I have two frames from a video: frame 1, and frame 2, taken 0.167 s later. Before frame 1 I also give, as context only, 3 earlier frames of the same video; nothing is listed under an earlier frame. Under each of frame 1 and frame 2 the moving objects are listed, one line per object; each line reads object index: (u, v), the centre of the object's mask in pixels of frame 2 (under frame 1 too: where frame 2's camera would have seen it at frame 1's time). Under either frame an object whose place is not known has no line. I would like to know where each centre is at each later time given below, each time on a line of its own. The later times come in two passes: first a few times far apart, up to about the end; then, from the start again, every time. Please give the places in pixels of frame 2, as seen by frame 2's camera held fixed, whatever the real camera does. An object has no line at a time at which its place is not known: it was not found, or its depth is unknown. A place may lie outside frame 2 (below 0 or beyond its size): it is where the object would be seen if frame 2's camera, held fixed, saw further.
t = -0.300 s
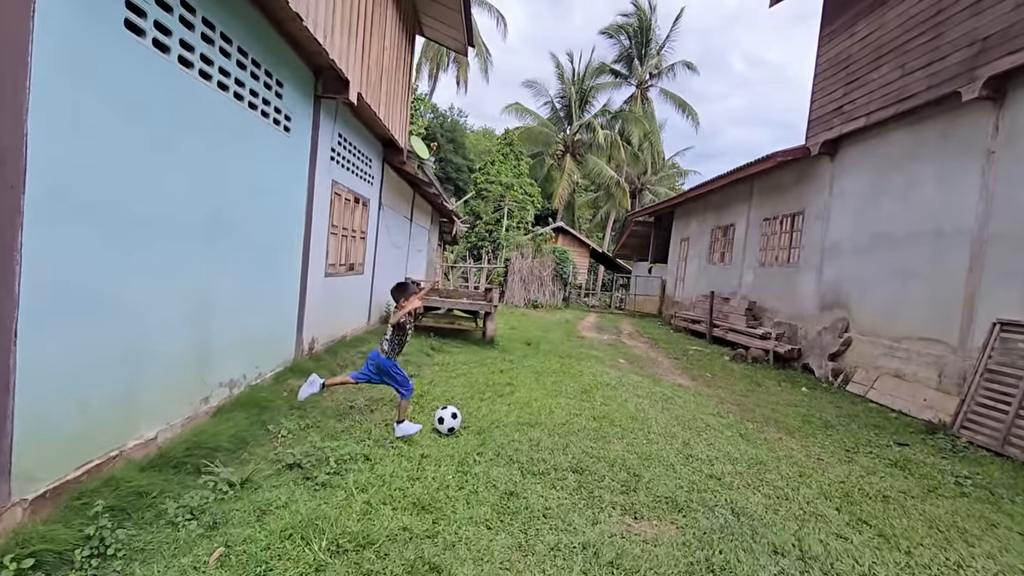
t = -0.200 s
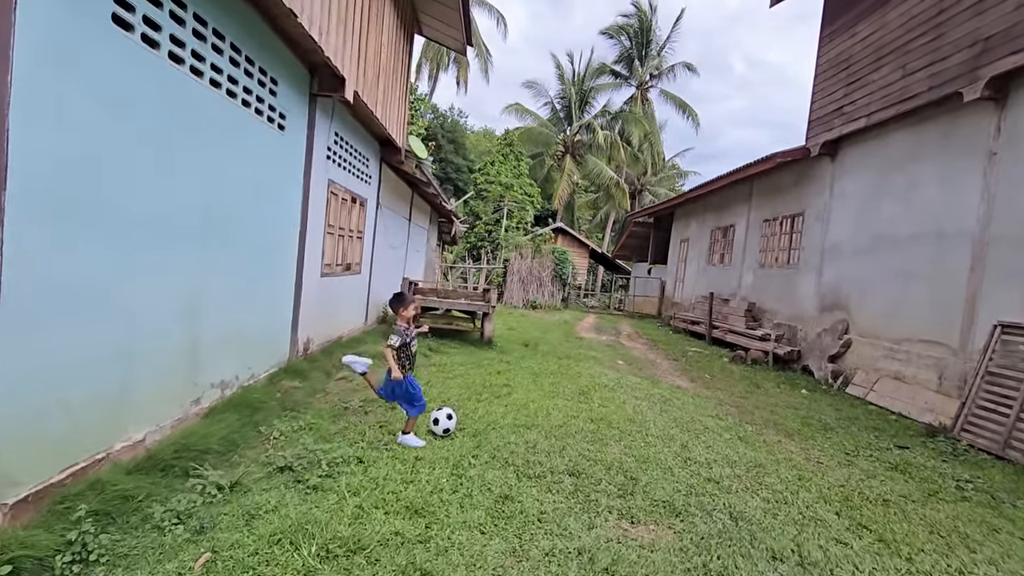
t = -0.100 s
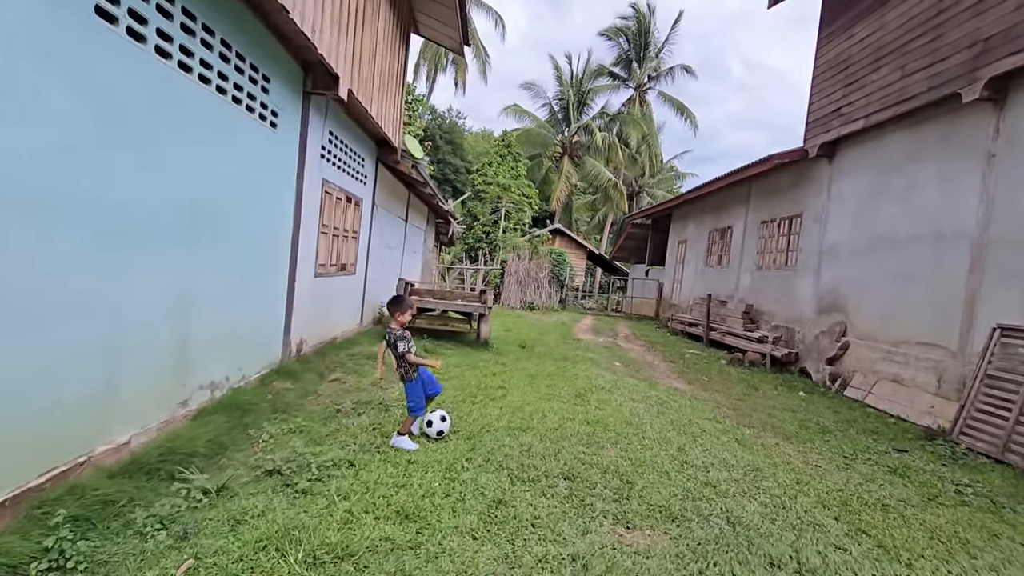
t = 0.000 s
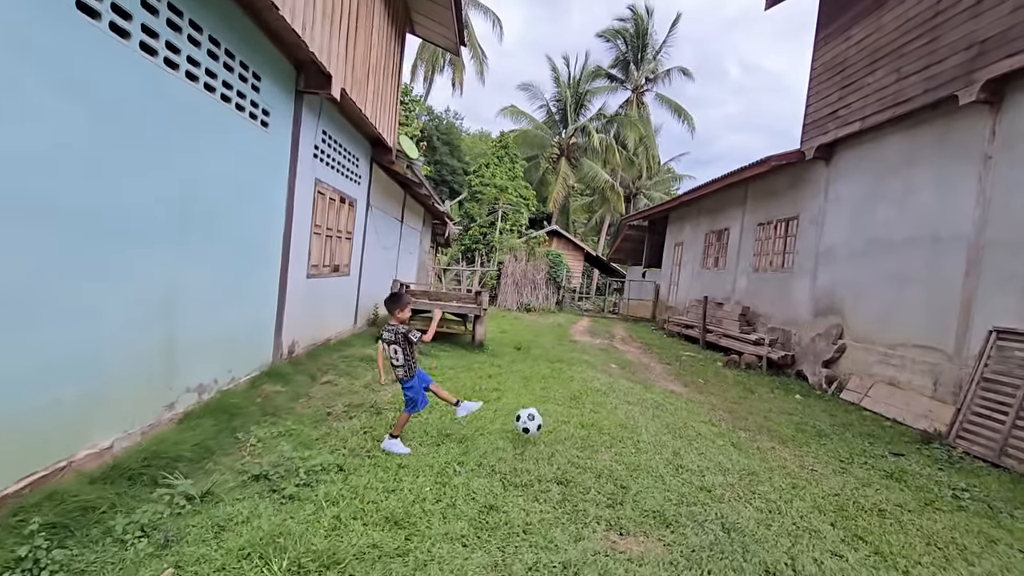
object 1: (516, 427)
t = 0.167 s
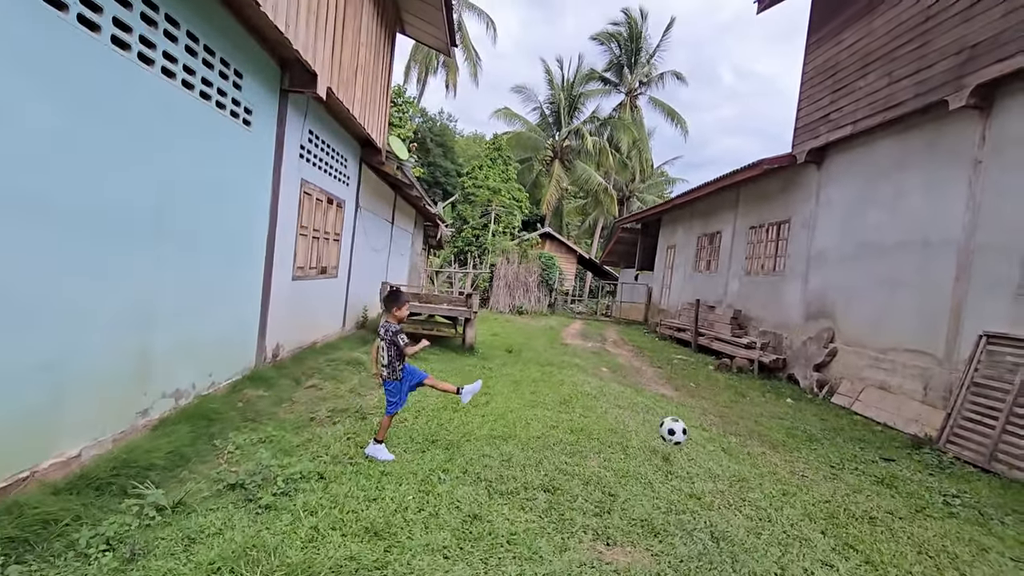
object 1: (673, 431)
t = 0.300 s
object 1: (784, 459)
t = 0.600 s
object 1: (946, 432)
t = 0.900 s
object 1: (951, 395)
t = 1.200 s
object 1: (857, 381)
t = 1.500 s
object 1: (771, 427)
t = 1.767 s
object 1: (748, 401)
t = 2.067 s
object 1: (715, 425)
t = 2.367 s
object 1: (681, 424)
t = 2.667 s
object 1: (659, 421)
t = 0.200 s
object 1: (702, 435)
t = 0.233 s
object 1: (730, 441)
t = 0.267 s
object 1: (757, 449)
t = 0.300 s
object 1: (784, 459)
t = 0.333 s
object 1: (804, 458)
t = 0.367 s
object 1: (823, 449)
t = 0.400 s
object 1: (842, 442)
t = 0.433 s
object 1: (861, 437)
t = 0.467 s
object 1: (879, 434)
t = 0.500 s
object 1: (897, 431)
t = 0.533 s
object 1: (914, 430)
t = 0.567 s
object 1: (931, 431)
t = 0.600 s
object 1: (946, 432)
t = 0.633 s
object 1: (961, 434)
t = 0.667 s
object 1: (977, 438)
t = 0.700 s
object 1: (992, 443)
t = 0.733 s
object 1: (1001, 445)
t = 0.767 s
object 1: (992, 433)
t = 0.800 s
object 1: (982, 422)
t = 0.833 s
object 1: (972, 412)
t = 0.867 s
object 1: (961, 403)
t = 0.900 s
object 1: (951, 395)
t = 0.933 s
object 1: (941, 388)
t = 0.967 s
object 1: (932, 383)
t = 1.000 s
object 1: (922, 380)
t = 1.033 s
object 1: (912, 378)
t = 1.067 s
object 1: (901, 376)
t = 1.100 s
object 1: (890, 376)
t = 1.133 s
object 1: (879, 377)
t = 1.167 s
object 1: (869, 378)
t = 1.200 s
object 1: (857, 381)
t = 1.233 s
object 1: (846, 385)
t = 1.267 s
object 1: (835, 391)
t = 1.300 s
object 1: (825, 396)
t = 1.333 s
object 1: (814, 404)
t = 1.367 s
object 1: (802, 411)
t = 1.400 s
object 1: (792, 422)
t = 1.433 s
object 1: (780, 433)
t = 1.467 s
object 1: (773, 436)
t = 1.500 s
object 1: (771, 427)
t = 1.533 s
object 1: (769, 420)
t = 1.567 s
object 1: (766, 414)
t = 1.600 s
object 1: (763, 409)
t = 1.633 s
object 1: (761, 405)
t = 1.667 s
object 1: (758, 402)
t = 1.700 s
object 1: (754, 401)
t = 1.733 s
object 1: (751, 401)
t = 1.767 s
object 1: (748, 401)
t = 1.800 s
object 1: (745, 403)
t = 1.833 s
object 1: (741, 406)
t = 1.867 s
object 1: (737, 409)
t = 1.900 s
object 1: (733, 414)
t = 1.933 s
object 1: (729, 420)
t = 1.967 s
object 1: (725, 427)
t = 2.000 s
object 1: (721, 433)
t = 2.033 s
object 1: (718, 429)
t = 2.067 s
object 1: (715, 425)
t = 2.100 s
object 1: (711, 422)
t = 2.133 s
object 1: (707, 420)
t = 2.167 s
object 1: (702, 421)
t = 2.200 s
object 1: (699, 422)
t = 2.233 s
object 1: (694, 424)
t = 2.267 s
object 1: (690, 427)
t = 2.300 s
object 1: (686, 425)
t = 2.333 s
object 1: (684, 424)
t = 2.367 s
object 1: (681, 424)
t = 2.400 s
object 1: (678, 424)
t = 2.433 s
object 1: (675, 424)
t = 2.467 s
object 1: (672, 423)
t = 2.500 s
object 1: (670, 423)
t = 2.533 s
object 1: (668, 423)
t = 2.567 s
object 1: (665, 422)
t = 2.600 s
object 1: (663, 422)
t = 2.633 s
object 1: (661, 421)
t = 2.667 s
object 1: (659, 421)
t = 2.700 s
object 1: (656, 420)
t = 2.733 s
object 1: (655, 420)
